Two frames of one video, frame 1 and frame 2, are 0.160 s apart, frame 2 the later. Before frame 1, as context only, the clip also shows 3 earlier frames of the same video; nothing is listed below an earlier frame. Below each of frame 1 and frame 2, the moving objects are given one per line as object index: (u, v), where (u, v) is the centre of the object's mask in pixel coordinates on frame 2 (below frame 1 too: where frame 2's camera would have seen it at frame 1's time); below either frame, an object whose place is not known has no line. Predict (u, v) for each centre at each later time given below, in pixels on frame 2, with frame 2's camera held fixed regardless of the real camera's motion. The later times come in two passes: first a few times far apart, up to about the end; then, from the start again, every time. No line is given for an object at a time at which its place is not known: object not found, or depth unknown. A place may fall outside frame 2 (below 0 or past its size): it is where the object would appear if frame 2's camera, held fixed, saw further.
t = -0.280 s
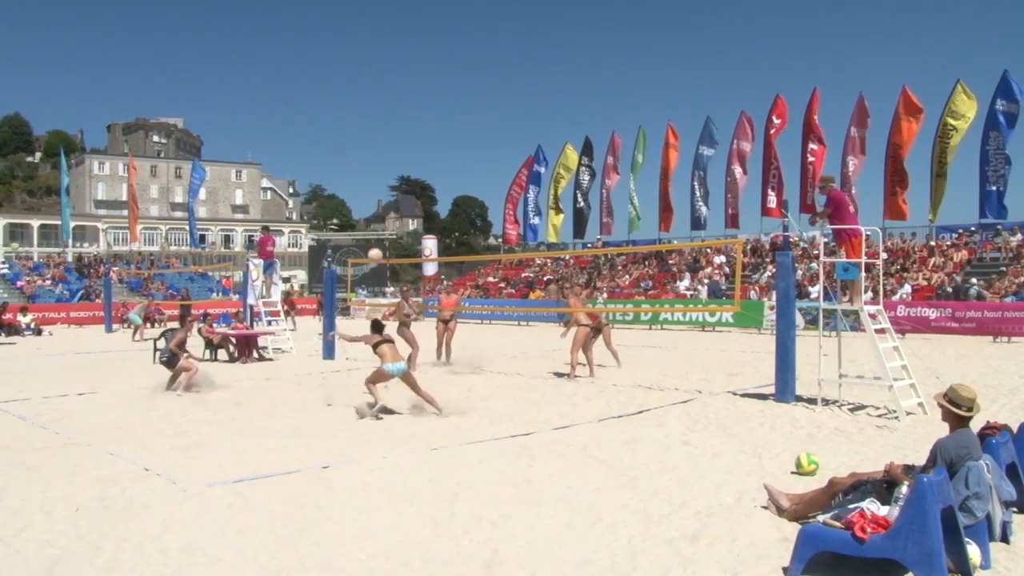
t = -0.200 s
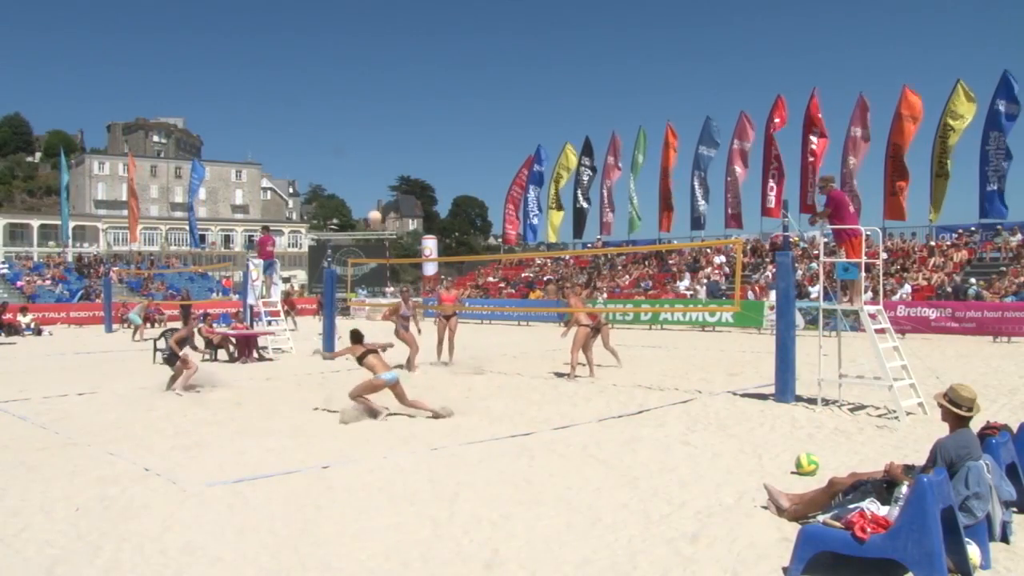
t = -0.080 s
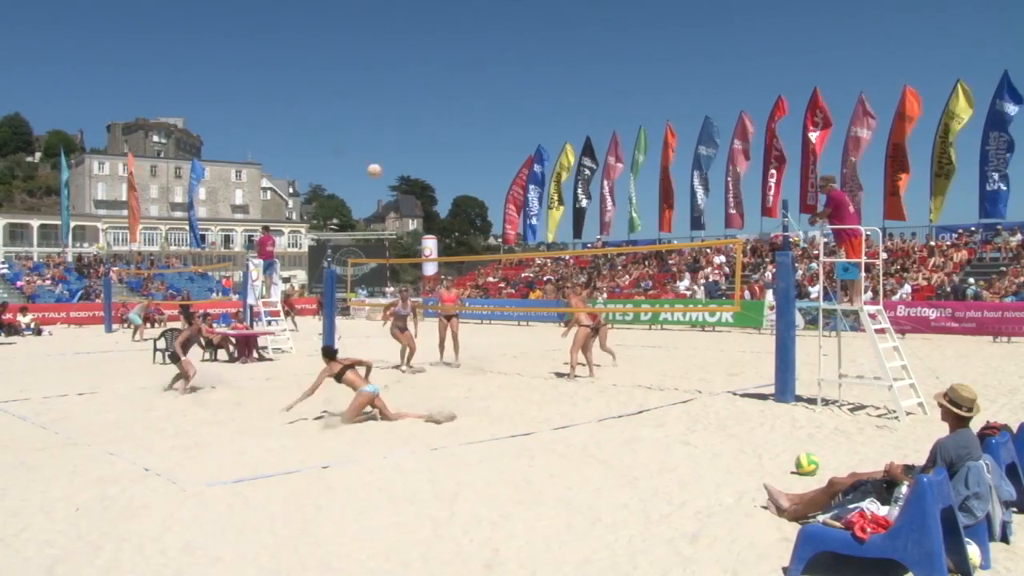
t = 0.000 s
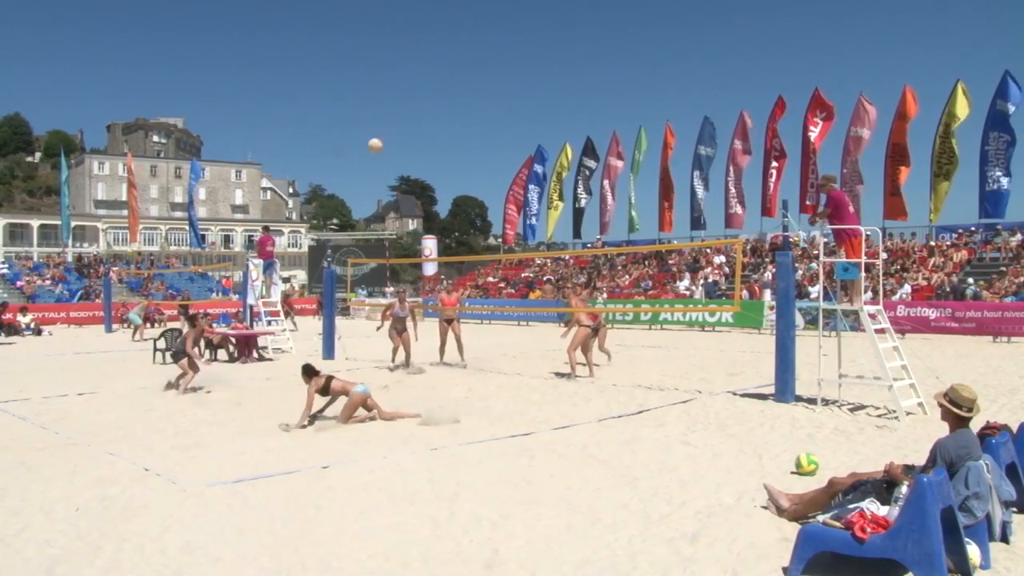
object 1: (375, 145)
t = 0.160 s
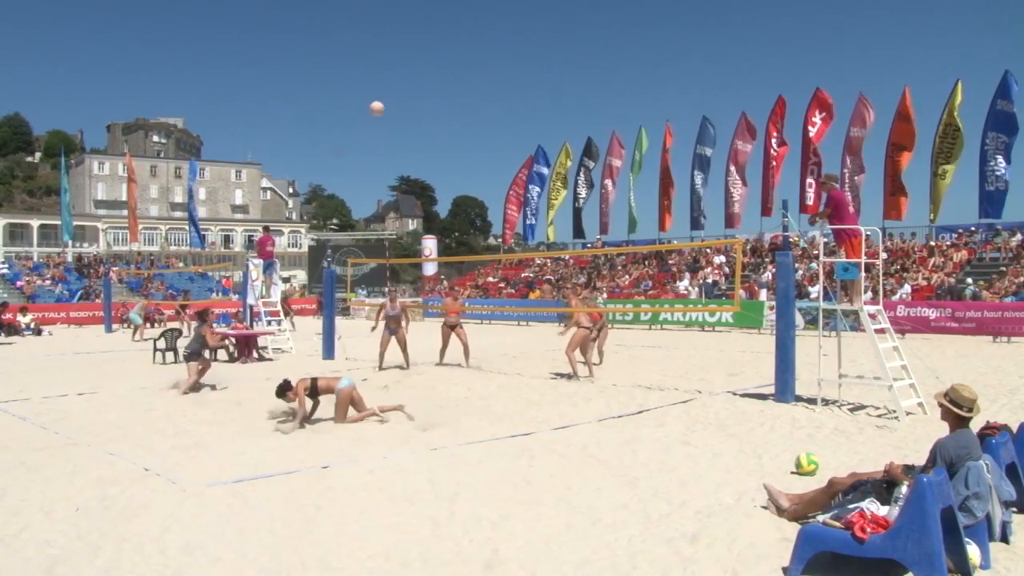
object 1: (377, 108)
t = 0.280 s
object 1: (379, 92)
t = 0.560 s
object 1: (384, 88)
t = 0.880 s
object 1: (391, 141)
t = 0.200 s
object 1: (377, 102)
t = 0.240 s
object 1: (378, 96)
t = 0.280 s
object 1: (379, 92)
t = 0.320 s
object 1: (380, 88)
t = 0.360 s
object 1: (380, 86)
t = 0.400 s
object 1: (381, 84)
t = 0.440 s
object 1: (381, 84)
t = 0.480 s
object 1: (382, 84)
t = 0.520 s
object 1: (383, 86)
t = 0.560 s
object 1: (384, 88)
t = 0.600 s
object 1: (385, 91)
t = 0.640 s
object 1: (386, 96)
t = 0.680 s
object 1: (387, 101)
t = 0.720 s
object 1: (387, 108)
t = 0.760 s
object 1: (388, 114)
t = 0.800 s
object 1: (390, 122)
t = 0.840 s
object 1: (391, 131)
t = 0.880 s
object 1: (391, 141)
